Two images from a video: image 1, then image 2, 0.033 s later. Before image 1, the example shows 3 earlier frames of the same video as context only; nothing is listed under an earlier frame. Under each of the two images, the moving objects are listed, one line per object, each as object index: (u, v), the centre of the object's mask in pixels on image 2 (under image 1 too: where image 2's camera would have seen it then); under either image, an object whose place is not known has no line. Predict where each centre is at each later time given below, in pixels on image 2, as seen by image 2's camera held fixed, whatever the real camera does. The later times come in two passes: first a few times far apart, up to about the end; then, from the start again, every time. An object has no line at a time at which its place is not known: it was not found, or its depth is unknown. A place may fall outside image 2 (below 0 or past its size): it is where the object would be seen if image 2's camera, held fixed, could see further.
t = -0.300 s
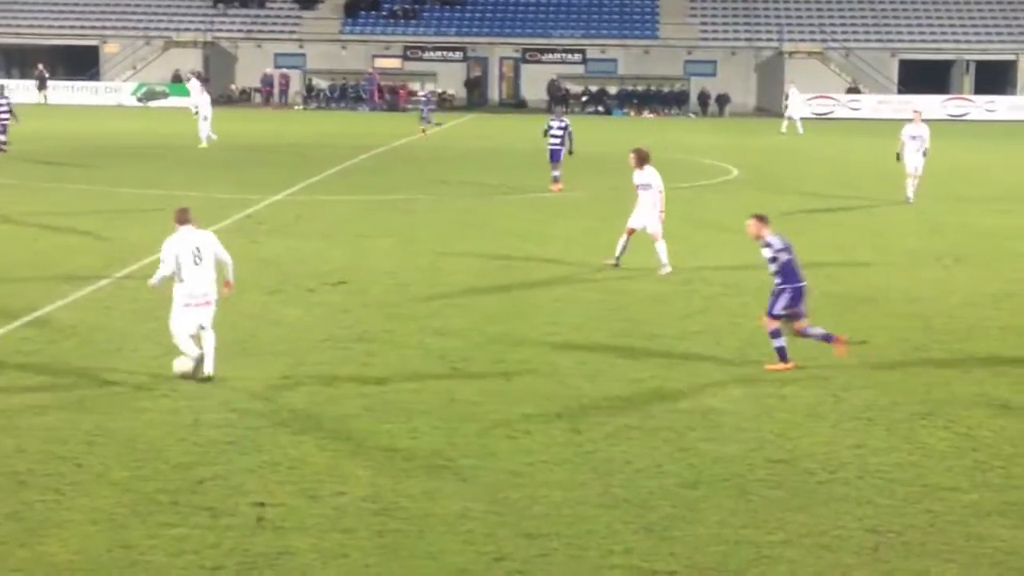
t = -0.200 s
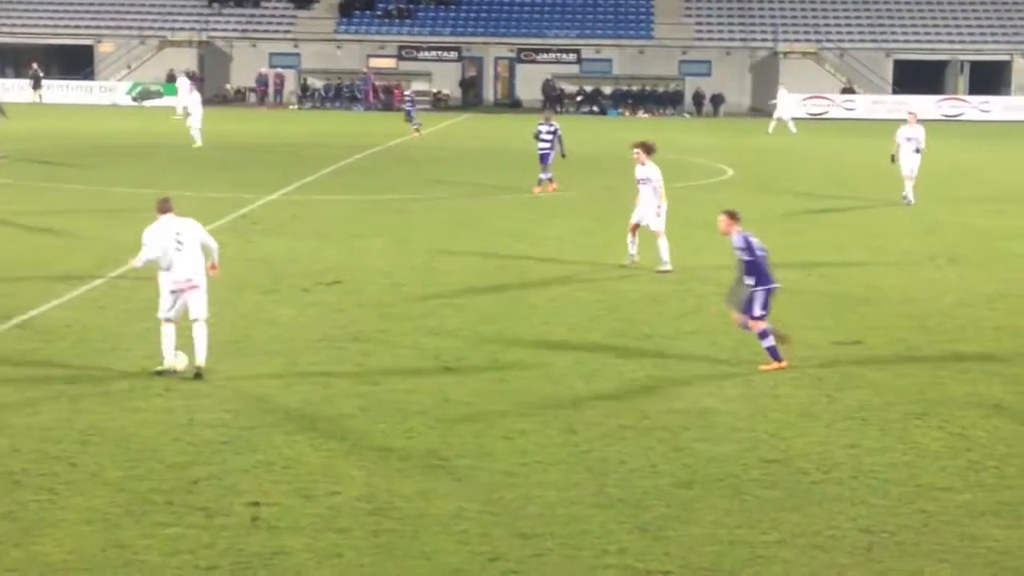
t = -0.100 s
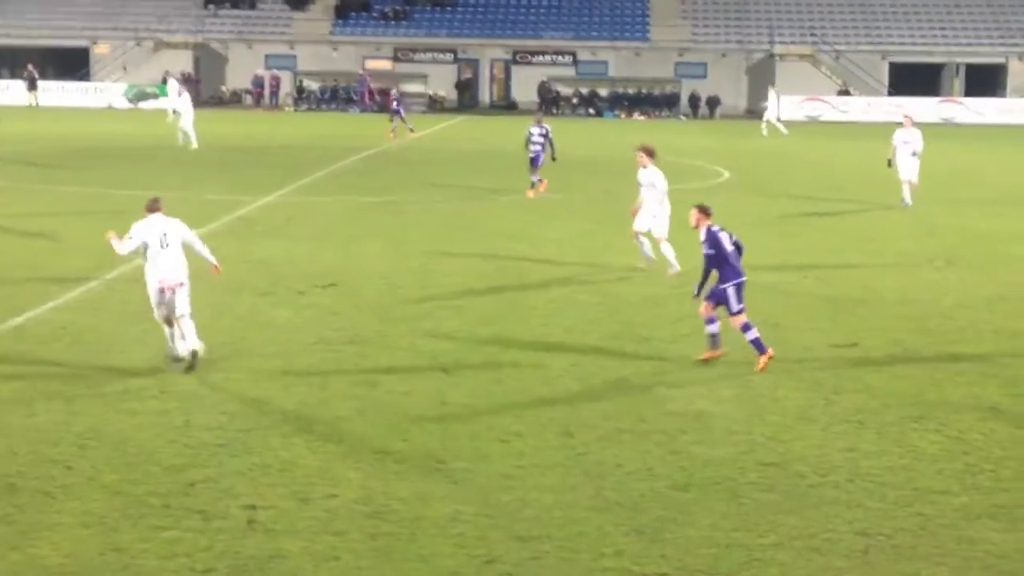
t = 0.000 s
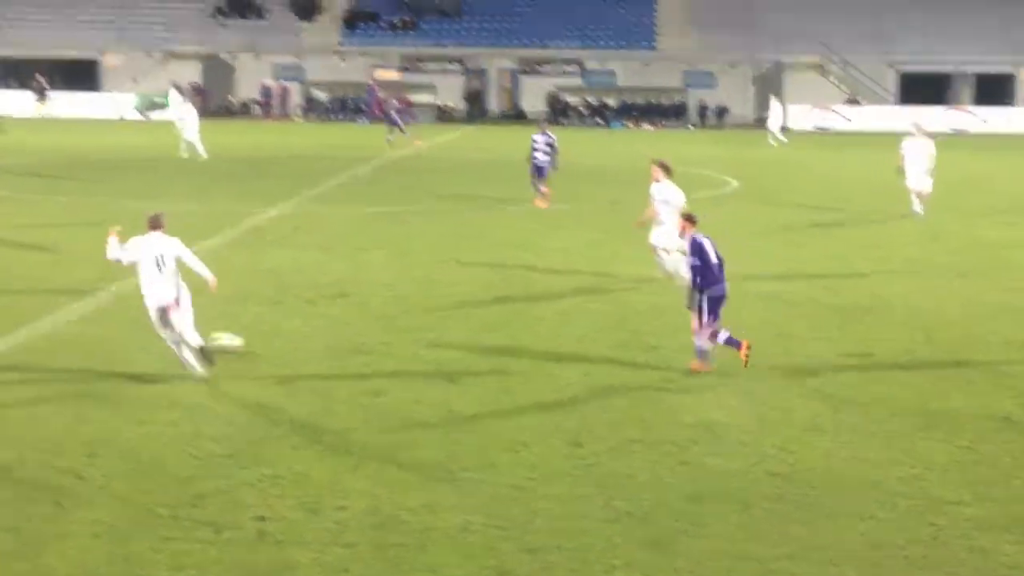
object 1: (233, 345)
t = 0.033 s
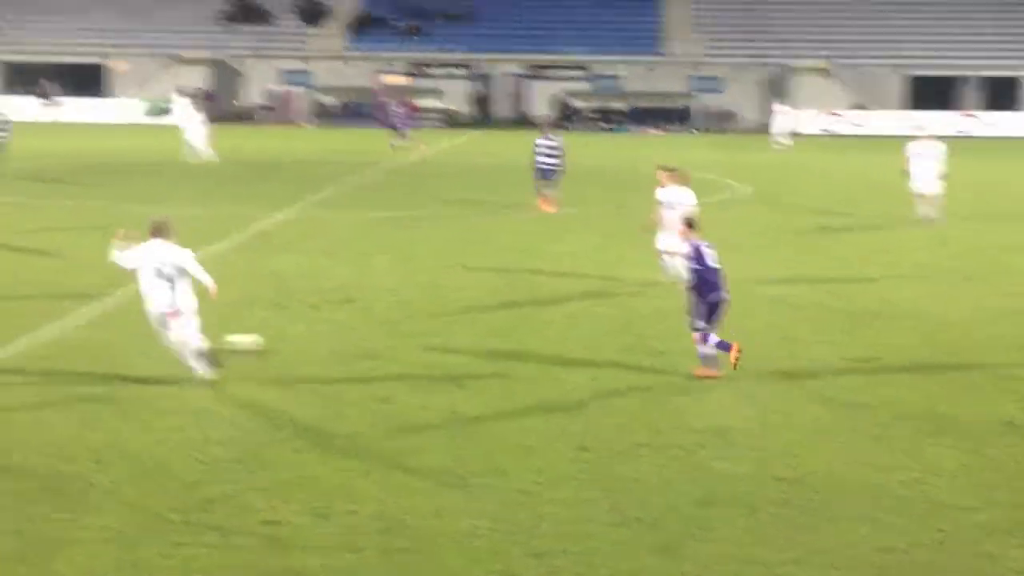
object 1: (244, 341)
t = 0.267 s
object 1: (285, 312)
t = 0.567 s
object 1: (322, 284)
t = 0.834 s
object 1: (344, 268)
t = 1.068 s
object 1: (359, 258)
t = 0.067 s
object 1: (248, 337)
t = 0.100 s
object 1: (254, 331)
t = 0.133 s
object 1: (262, 328)
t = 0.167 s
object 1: (268, 324)
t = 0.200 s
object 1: (274, 320)
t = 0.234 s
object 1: (280, 316)
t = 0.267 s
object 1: (285, 312)
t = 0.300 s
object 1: (290, 310)
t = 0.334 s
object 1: (295, 305)
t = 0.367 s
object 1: (298, 302)
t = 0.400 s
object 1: (303, 298)
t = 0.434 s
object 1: (307, 296)
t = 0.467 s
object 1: (311, 294)
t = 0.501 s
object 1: (316, 292)
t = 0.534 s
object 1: (319, 287)
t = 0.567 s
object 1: (322, 284)
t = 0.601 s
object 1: (325, 281)
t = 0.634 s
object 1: (328, 279)
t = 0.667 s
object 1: (331, 278)
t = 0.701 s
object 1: (334, 278)
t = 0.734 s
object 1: (337, 277)
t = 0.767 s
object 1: (339, 274)
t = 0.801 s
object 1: (342, 270)
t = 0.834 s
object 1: (344, 268)
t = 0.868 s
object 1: (346, 267)
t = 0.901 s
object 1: (348, 266)
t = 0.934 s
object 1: (350, 266)
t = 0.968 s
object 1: (352, 265)
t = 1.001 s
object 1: (354, 262)
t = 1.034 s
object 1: (357, 260)
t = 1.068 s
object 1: (359, 258)
